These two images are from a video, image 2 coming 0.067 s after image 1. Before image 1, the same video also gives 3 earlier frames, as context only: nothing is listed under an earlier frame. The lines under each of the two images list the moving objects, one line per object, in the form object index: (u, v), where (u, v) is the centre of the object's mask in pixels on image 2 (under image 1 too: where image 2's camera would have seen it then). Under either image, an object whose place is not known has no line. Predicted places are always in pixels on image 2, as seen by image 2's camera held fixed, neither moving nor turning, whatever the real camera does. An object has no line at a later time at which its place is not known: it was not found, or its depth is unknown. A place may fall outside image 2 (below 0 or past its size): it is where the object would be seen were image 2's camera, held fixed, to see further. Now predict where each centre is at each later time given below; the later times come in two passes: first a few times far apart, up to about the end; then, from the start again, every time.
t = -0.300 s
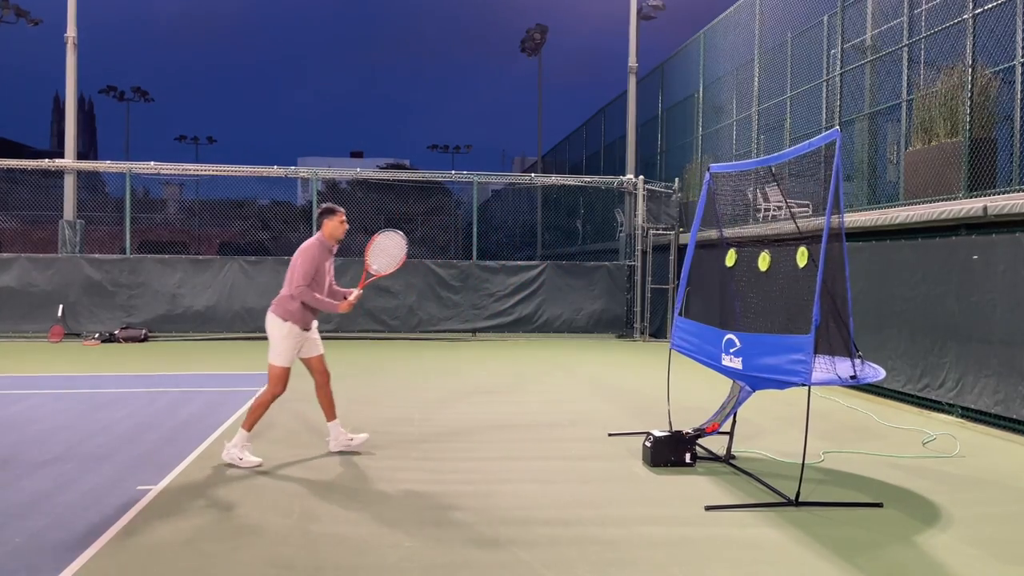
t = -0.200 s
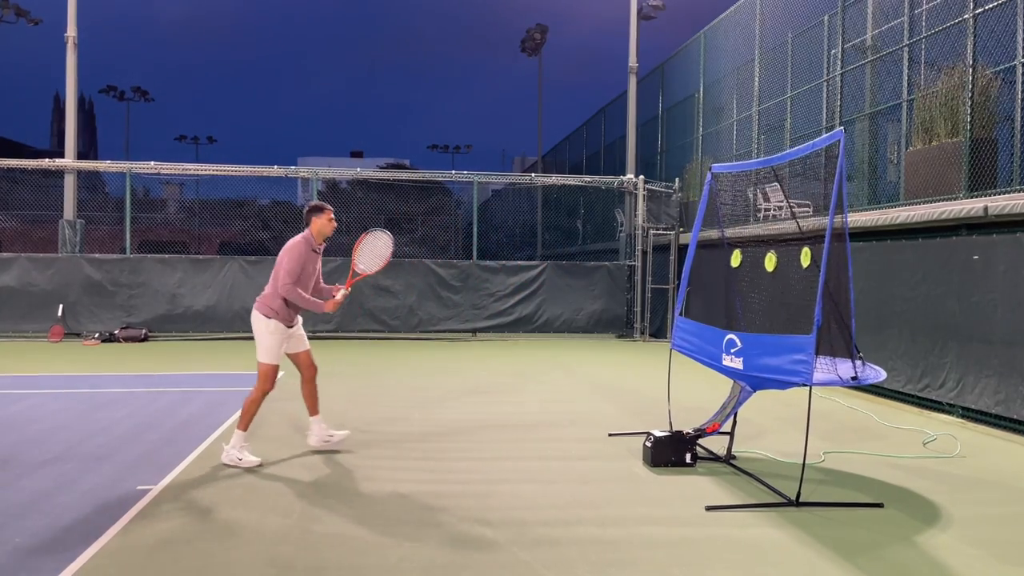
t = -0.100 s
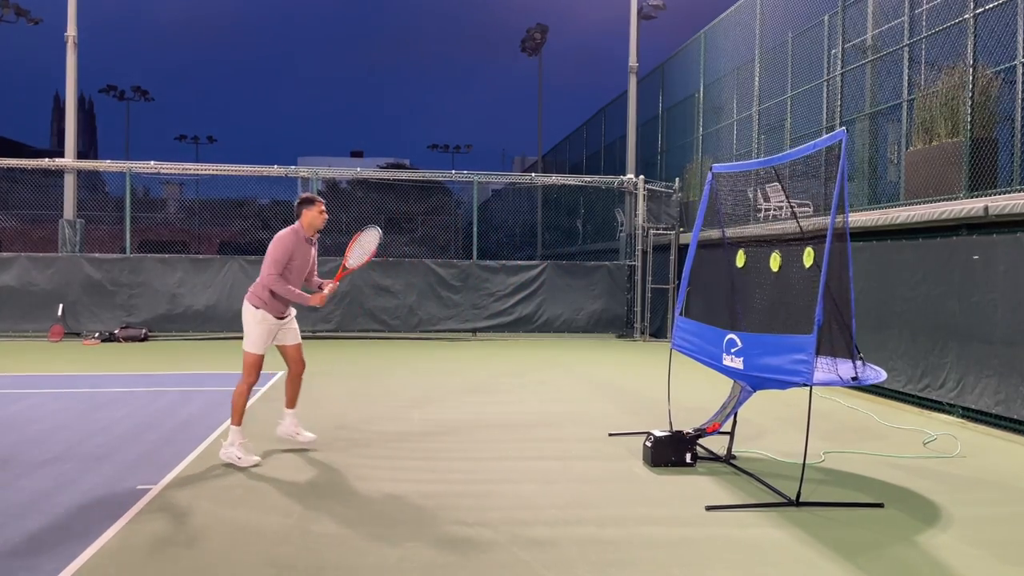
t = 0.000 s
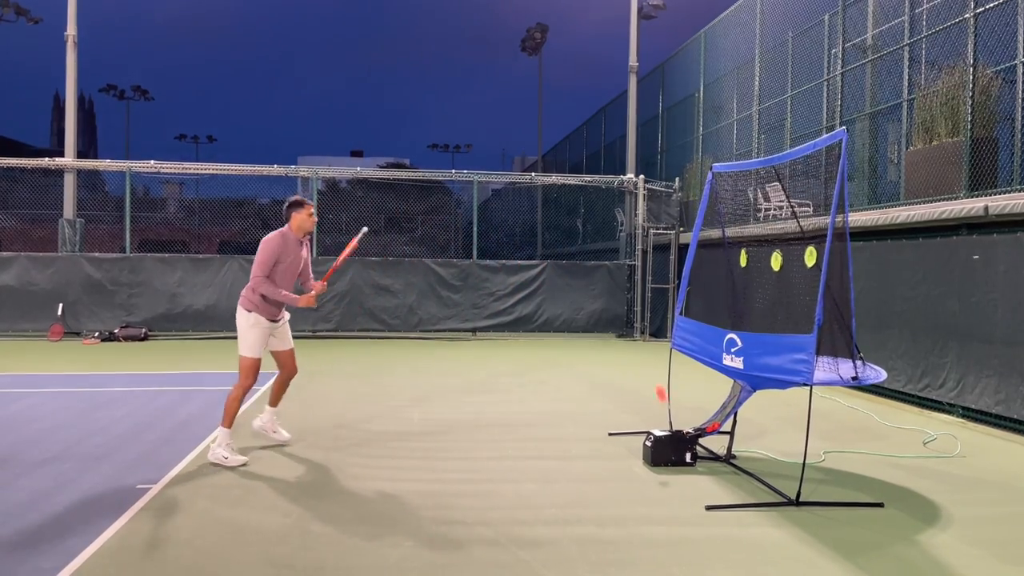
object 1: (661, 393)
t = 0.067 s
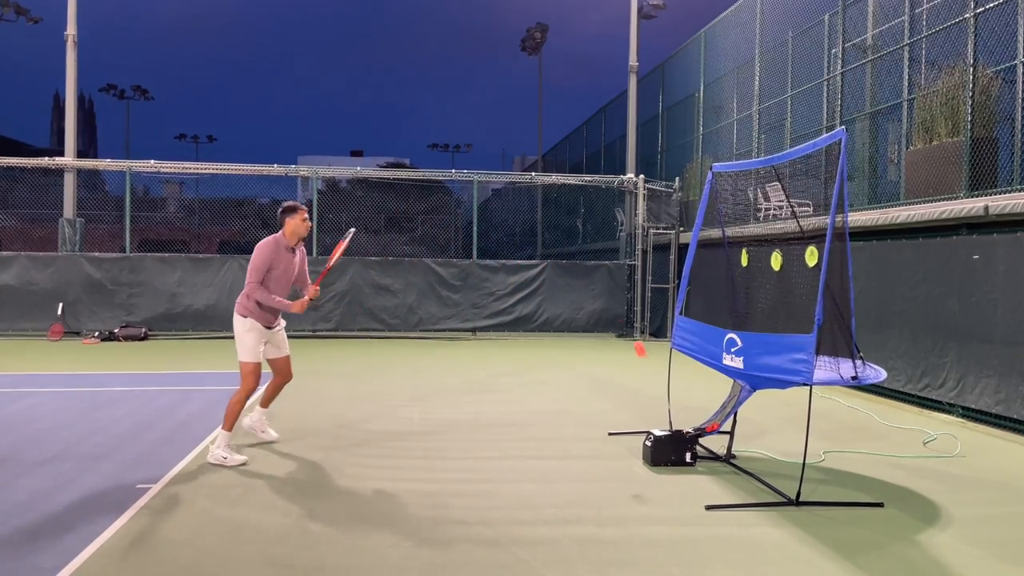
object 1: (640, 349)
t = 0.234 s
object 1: (587, 268)
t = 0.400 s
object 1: (533, 225)
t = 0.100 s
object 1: (629, 330)
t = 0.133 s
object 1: (619, 312)
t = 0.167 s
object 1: (608, 296)
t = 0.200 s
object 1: (597, 281)
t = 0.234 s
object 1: (587, 268)
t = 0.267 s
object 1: (576, 256)
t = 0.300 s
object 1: (565, 246)
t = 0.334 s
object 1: (555, 238)
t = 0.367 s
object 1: (544, 231)
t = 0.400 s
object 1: (533, 225)
